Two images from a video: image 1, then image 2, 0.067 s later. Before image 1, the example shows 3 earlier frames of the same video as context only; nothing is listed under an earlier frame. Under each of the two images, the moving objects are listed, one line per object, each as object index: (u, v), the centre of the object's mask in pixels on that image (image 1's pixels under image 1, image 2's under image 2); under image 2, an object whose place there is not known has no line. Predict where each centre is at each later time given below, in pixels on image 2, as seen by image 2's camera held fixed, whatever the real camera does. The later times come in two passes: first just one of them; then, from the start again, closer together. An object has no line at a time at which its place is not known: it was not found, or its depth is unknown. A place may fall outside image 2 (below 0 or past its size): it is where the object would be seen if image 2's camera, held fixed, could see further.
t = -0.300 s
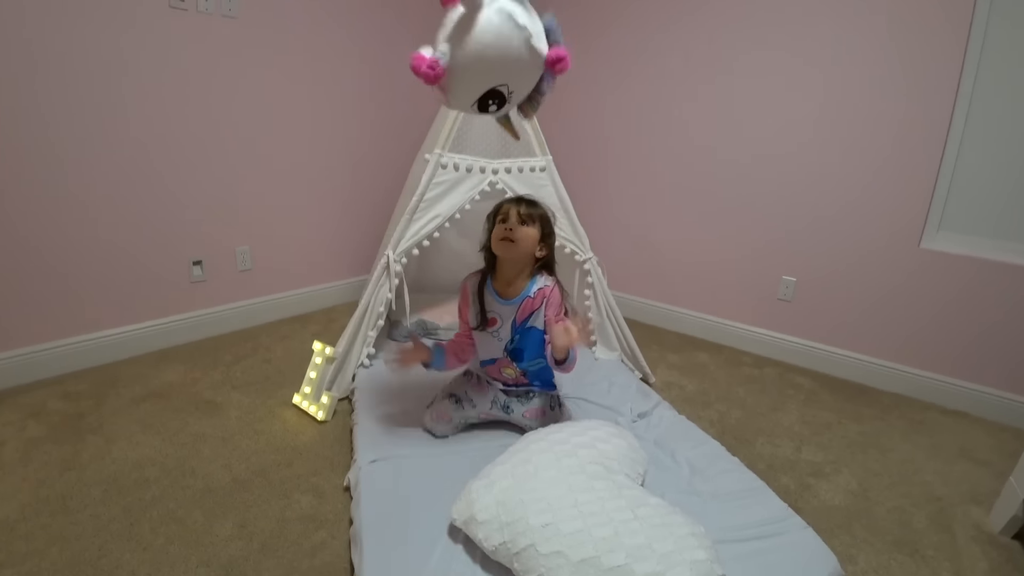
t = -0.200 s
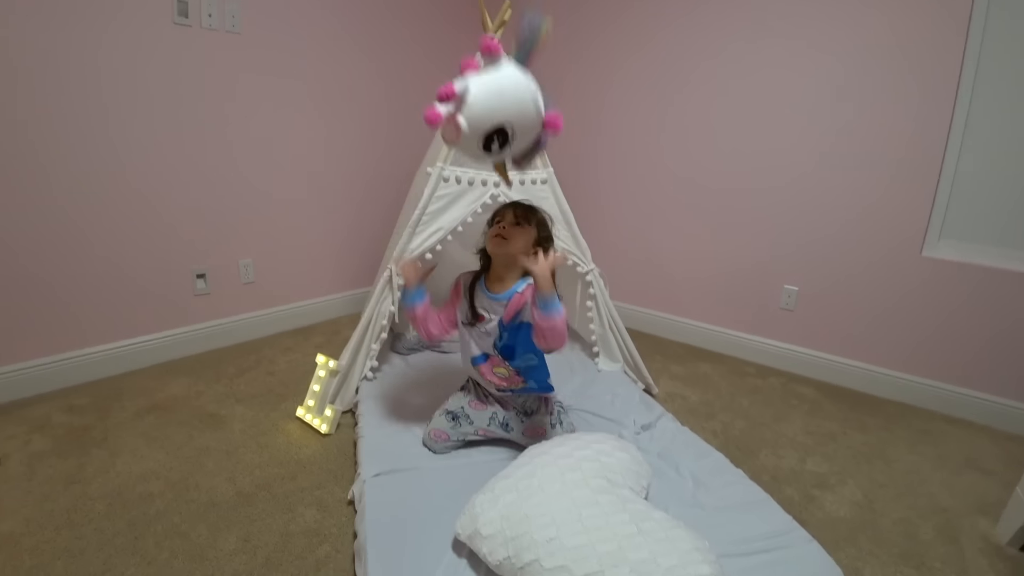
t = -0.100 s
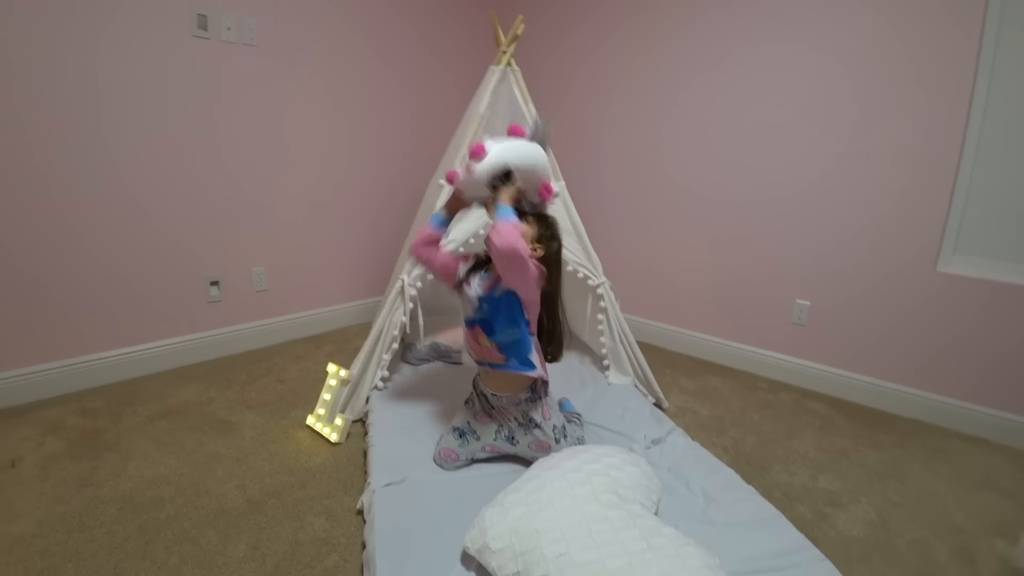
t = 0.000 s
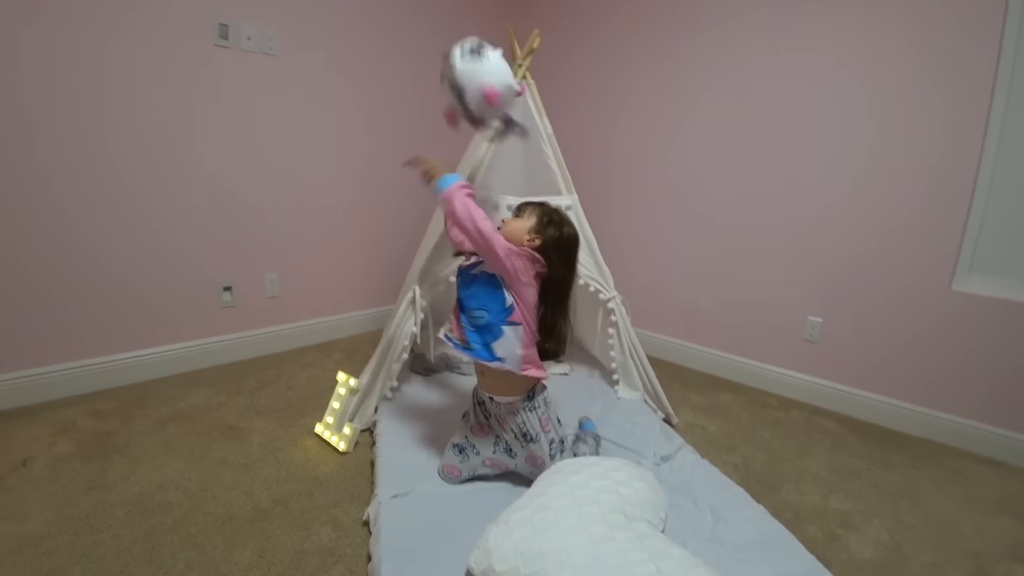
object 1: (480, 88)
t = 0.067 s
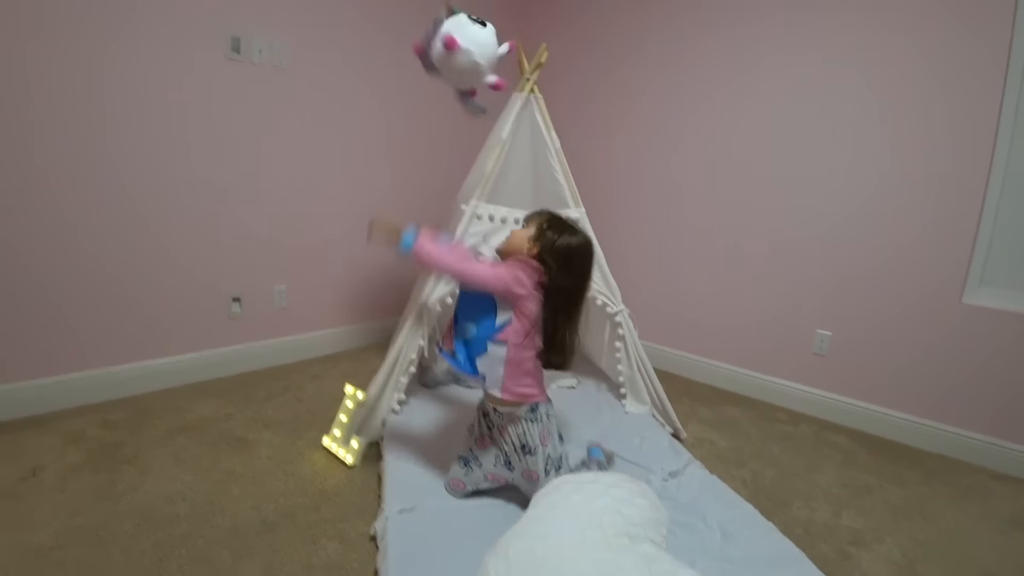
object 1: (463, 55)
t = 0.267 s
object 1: (411, 23)
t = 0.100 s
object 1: (453, 39)
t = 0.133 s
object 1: (442, 25)
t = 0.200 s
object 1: (425, 17)
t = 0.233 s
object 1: (417, 18)
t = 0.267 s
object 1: (411, 23)
